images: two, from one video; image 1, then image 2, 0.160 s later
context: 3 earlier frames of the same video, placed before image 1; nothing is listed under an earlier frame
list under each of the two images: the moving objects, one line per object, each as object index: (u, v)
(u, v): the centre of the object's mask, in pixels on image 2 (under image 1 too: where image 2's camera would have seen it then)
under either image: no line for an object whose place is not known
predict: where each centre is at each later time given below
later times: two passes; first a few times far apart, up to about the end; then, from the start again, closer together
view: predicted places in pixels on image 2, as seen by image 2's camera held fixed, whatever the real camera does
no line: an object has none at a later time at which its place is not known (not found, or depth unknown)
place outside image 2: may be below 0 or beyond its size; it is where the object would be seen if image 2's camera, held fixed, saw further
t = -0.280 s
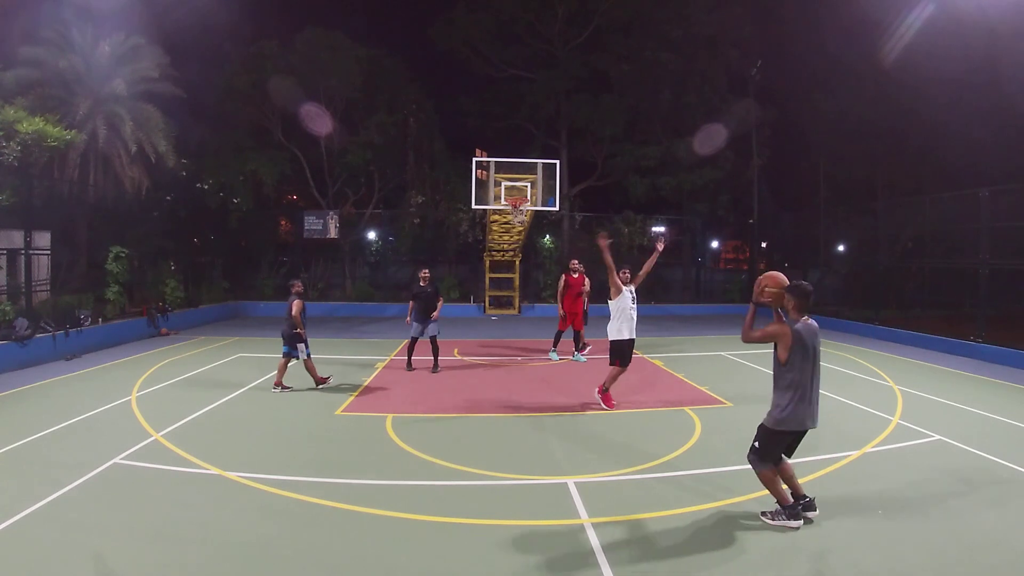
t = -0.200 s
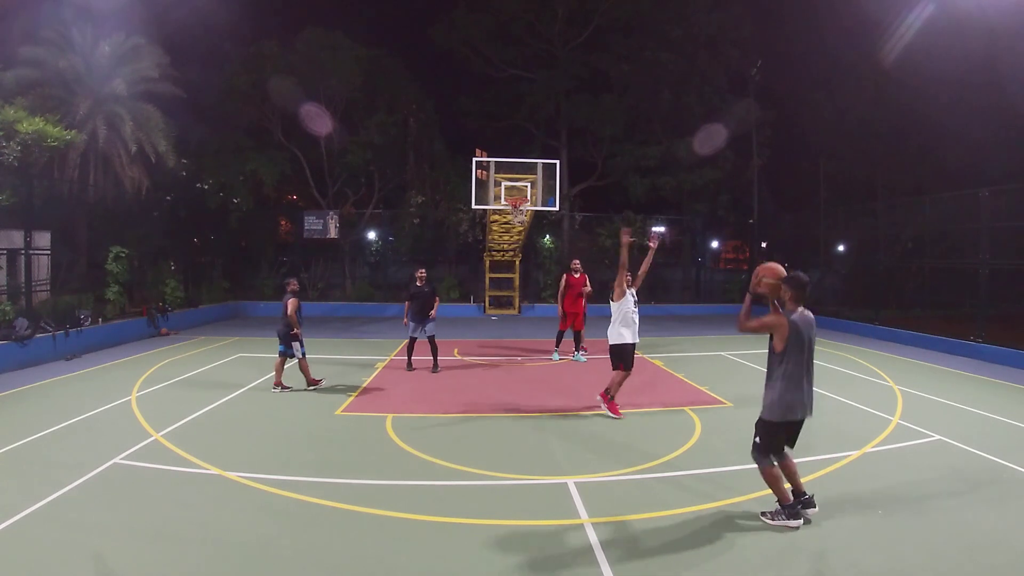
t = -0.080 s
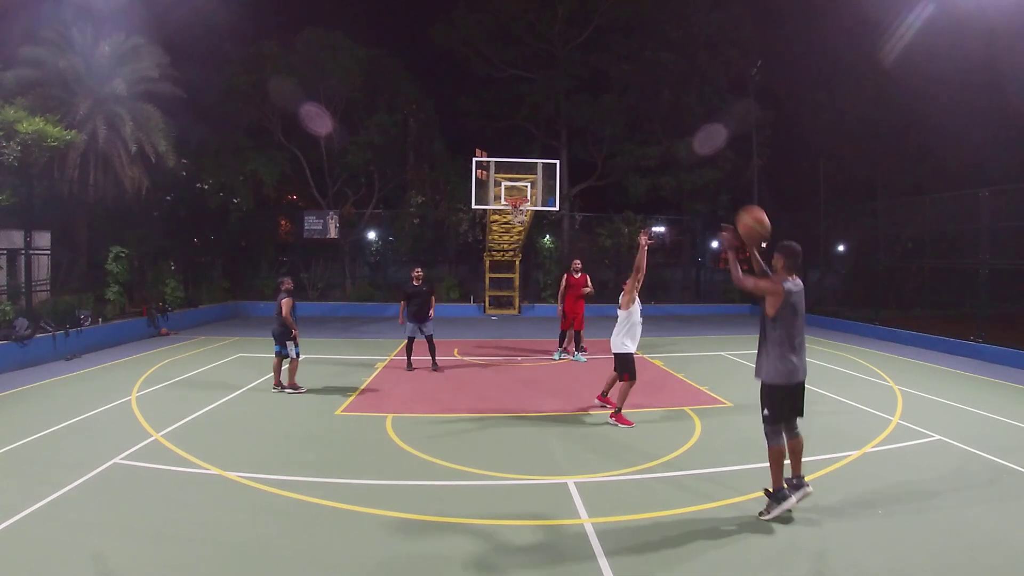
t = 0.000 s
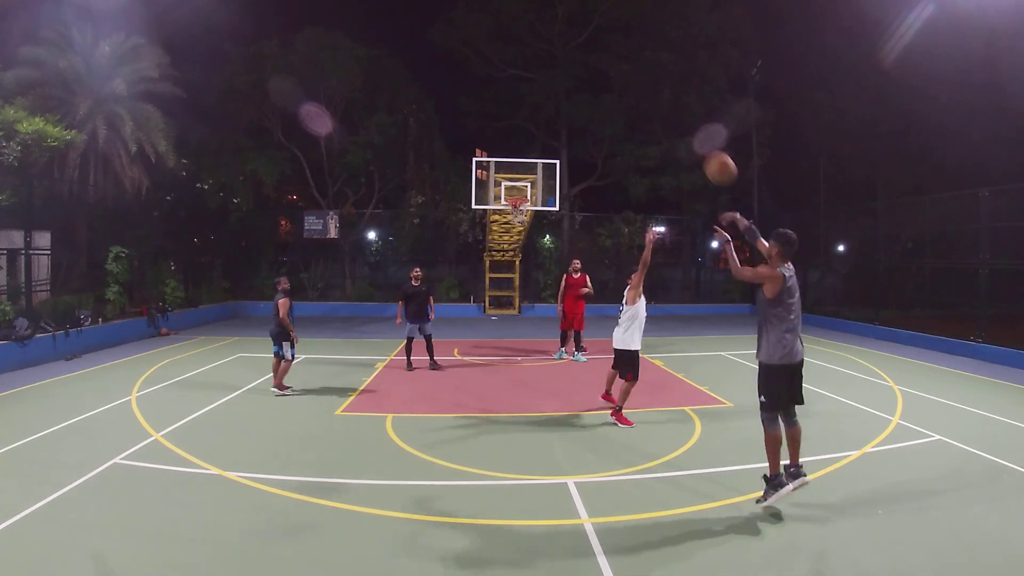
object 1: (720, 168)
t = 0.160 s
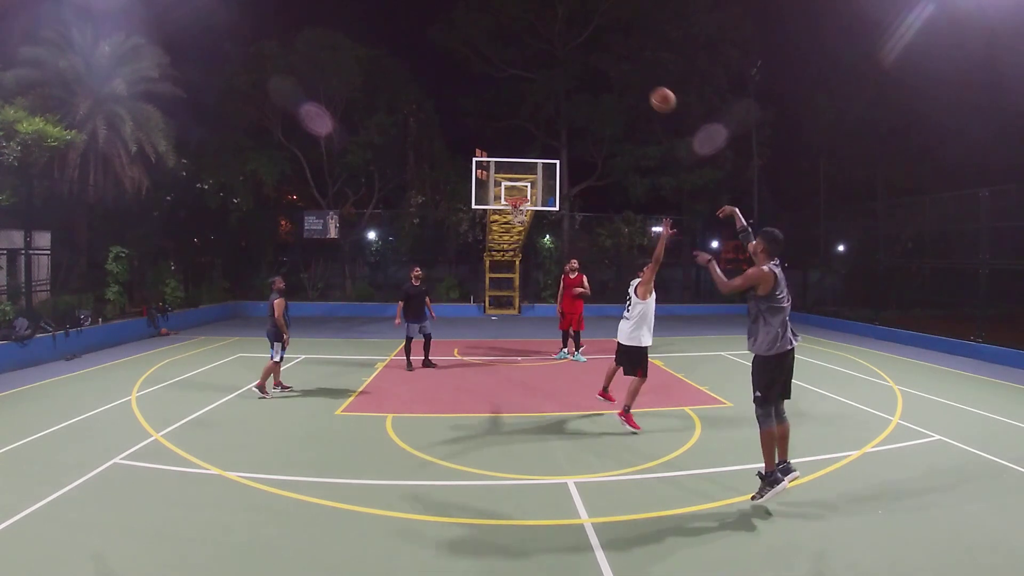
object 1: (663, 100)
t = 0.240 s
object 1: (641, 83)
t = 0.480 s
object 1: (595, 71)
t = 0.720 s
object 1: (565, 95)
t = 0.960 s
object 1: (541, 142)
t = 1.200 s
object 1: (525, 195)
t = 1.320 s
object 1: (538, 181)
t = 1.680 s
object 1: (574, 175)
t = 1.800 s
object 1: (586, 186)
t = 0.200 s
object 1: (652, 90)
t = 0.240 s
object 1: (641, 83)
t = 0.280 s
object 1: (632, 77)
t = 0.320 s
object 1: (623, 74)
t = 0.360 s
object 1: (615, 71)
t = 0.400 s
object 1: (608, 70)
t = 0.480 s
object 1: (595, 71)
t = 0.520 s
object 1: (589, 73)
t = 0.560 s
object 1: (584, 76)
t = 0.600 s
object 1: (578, 80)
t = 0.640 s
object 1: (574, 84)
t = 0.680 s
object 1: (569, 89)
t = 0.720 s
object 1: (565, 95)
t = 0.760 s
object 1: (560, 102)
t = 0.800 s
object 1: (556, 109)
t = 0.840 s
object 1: (552, 116)
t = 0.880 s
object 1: (548, 124)
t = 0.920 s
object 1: (545, 133)
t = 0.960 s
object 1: (541, 142)
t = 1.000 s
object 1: (538, 151)
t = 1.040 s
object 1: (534, 161)
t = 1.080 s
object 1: (532, 170)
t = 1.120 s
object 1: (529, 182)
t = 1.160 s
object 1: (524, 192)
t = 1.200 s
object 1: (525, 195)
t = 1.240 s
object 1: (528, 190)
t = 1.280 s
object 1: (534, 185)
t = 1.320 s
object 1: (538, 181)
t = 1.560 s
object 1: (563, 170)
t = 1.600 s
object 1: (566, 171)
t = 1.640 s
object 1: (570, 173)
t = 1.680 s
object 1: (574, 175)
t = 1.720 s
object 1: (578, 178)
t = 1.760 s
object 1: (582, 182)
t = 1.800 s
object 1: (586, 186)
